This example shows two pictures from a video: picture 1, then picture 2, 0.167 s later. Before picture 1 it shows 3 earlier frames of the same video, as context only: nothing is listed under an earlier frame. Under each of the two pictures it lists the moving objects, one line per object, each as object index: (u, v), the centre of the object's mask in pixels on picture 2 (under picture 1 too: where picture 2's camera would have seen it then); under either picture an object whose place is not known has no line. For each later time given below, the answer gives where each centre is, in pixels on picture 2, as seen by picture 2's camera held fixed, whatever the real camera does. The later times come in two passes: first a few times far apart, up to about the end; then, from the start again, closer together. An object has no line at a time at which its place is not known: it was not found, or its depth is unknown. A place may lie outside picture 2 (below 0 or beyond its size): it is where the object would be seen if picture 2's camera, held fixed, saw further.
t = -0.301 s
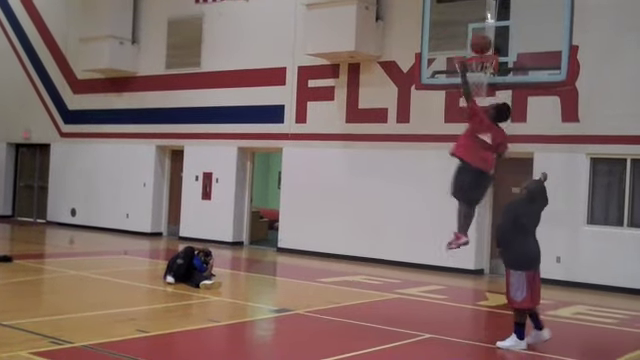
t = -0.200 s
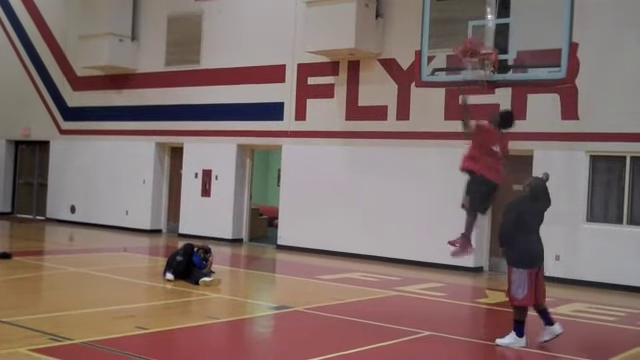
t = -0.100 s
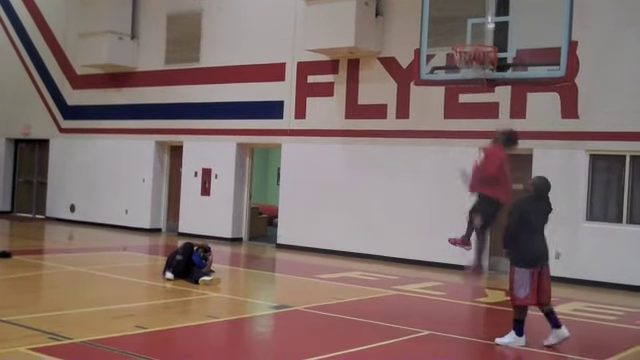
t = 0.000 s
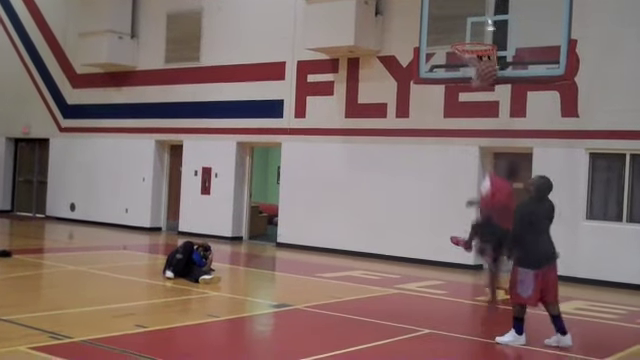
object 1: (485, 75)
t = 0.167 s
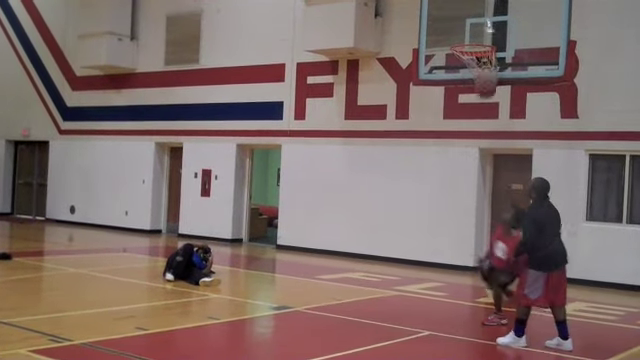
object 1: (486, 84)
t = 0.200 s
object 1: (485, 92)
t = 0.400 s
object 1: (479, 148)
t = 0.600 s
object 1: (473, 236)
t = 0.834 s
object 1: (464, 269)
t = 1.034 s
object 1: (458, 209)
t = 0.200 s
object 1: (485, 92)
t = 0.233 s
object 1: (484, 97)
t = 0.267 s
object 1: (484, 102)
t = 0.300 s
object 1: (481, 115)
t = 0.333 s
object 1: (481, 124)
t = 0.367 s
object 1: (480, 135)
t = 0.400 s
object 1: (479, 148)
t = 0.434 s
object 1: (477, 159)
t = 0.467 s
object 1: (476, 173)
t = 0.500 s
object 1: (476, 188)
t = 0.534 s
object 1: (475, 201)
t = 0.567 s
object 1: (474, 219)
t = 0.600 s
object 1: (473, 236)
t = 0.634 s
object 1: (472, 254)
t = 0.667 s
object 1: (470, 277)
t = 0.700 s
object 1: (469, 294)
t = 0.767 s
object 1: (467, 297)
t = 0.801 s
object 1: (465, 284)
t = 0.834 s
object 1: (464, 269)
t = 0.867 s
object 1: (464, 257)
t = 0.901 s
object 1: (463, 246)
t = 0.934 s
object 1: (462, 236)
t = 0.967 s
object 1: (461, 225)
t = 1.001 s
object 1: (460, 216)
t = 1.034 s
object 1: (458, 209)
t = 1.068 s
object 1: (457, 202)
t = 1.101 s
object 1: (455, 195)
